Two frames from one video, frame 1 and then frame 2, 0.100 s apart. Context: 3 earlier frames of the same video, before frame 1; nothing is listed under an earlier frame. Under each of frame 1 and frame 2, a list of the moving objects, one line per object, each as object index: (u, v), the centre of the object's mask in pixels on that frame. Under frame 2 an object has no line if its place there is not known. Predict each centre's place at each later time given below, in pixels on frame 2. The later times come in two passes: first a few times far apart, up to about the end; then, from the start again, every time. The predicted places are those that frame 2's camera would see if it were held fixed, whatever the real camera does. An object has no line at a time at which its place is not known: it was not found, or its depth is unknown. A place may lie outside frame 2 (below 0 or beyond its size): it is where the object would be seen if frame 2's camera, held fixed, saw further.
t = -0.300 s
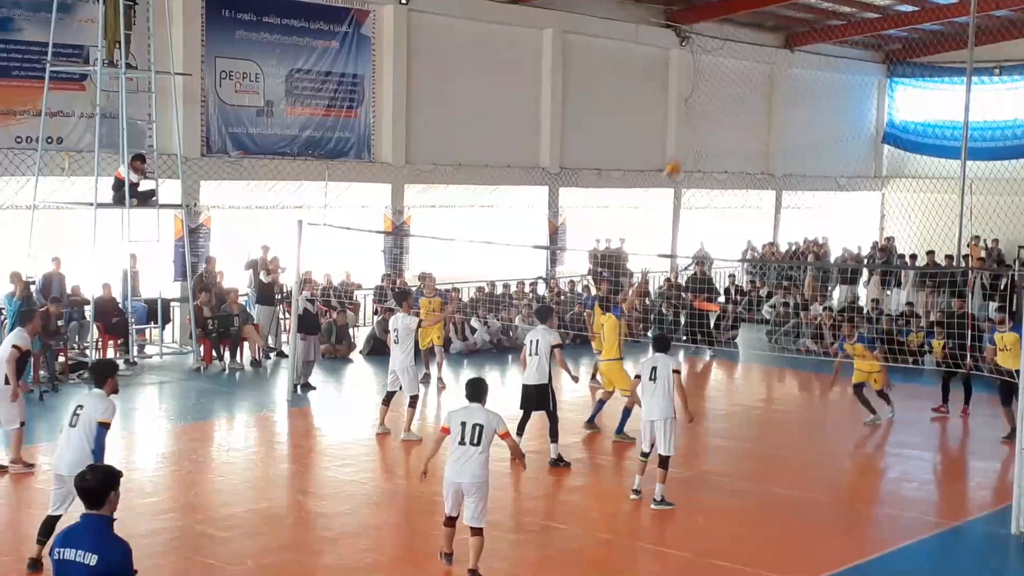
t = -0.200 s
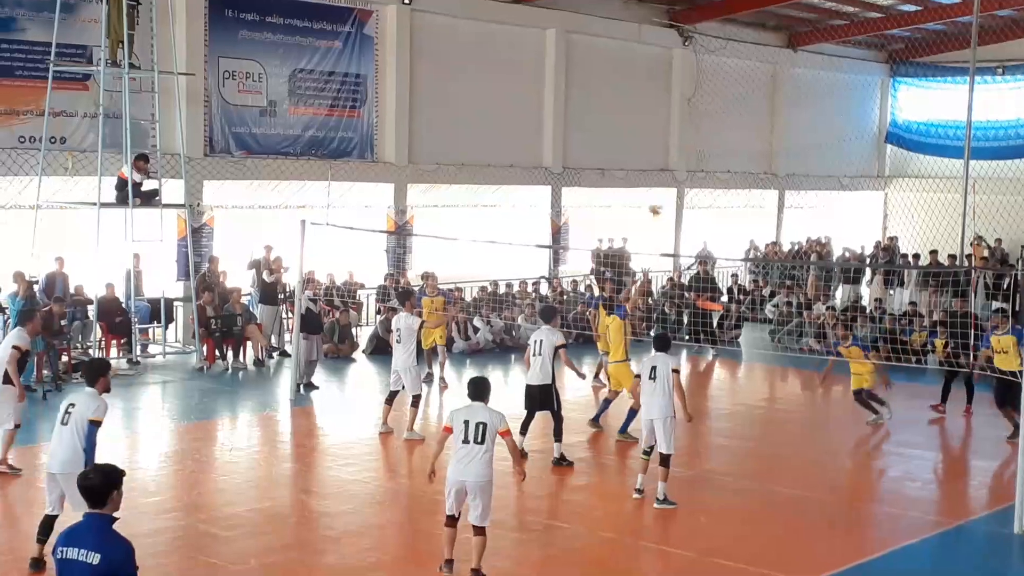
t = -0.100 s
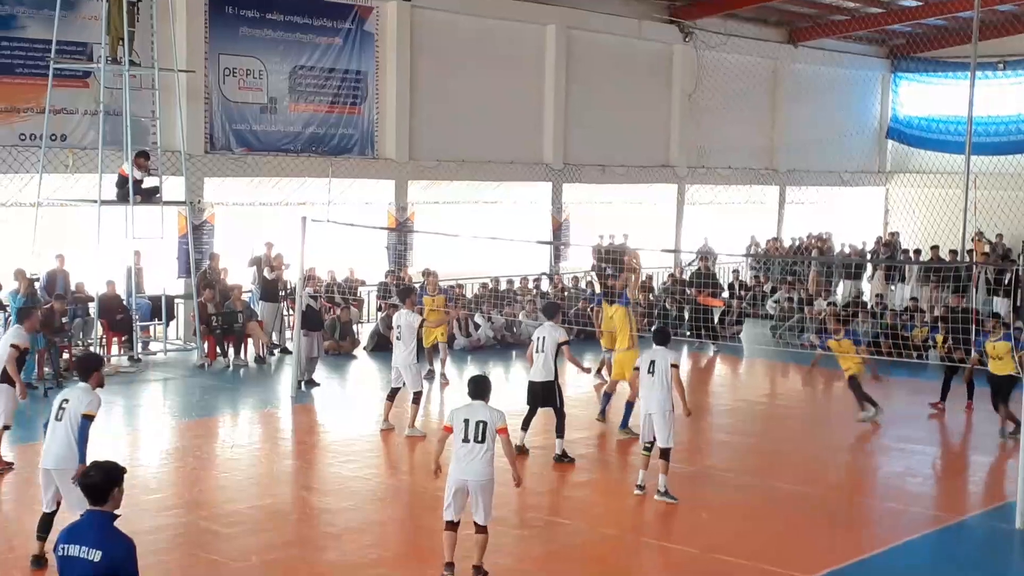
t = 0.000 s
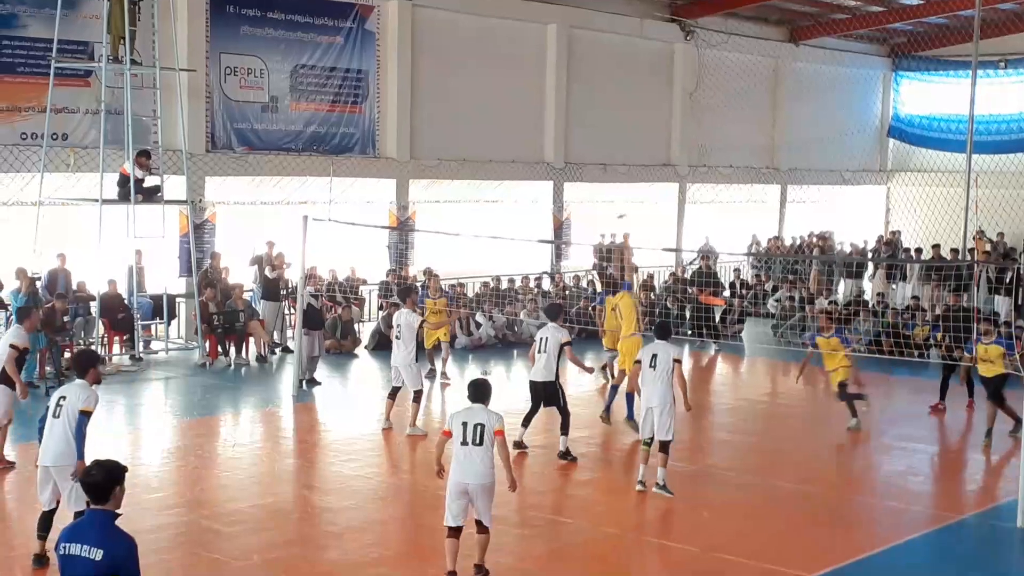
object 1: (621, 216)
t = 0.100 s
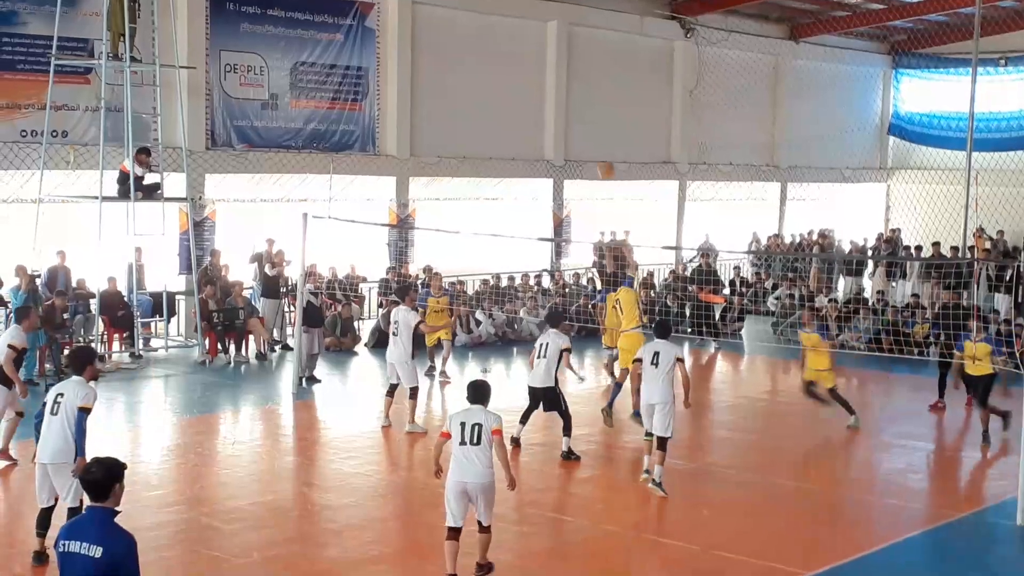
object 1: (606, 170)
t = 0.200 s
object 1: (593, 135)
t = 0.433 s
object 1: (562, 82)
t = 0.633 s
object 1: (534, 72)
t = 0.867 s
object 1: (502, 101)
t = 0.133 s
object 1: (602, 159)
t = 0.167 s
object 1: (598, 146)
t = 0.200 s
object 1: (593, 135)
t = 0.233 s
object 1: (589, 124)
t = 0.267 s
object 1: (584, 115)
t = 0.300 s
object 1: (580, 107)
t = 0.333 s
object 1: (575, 99)
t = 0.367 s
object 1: (571, 93)
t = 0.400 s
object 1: (566, 87)
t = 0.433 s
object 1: (562, 82)
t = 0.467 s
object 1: (557, 78)
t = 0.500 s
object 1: (553, 75)
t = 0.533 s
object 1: (547, 73)
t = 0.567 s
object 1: (543, 72)
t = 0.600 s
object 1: (539, 72)
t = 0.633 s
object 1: (534, 72)
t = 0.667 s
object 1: (529, 74)
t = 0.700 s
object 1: (525, 76)
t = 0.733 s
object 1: (520, 79)
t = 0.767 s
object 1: (516, 83)
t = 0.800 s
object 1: (511, 88)
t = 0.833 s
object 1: (507, 94)
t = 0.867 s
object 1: (502, 101)
